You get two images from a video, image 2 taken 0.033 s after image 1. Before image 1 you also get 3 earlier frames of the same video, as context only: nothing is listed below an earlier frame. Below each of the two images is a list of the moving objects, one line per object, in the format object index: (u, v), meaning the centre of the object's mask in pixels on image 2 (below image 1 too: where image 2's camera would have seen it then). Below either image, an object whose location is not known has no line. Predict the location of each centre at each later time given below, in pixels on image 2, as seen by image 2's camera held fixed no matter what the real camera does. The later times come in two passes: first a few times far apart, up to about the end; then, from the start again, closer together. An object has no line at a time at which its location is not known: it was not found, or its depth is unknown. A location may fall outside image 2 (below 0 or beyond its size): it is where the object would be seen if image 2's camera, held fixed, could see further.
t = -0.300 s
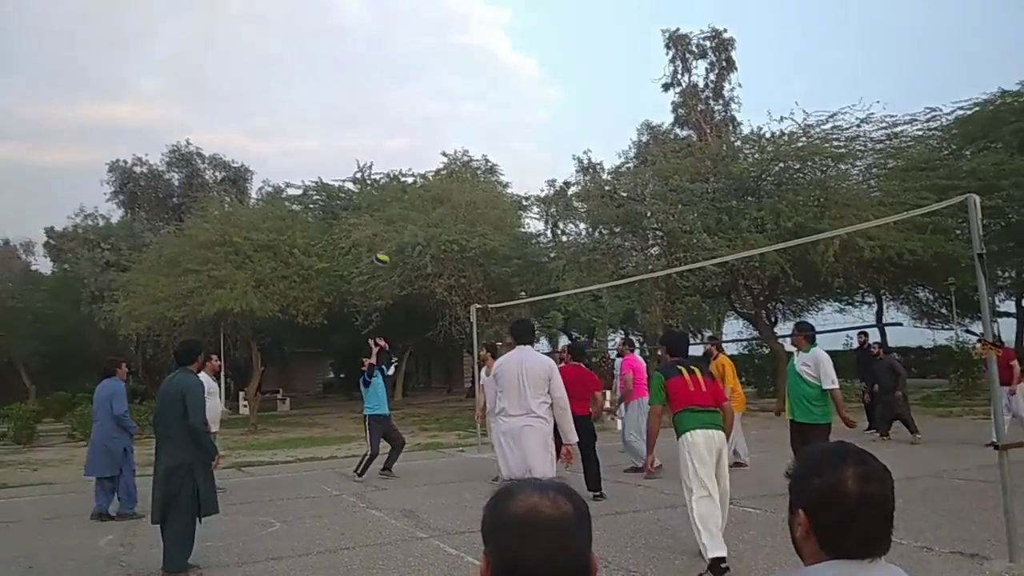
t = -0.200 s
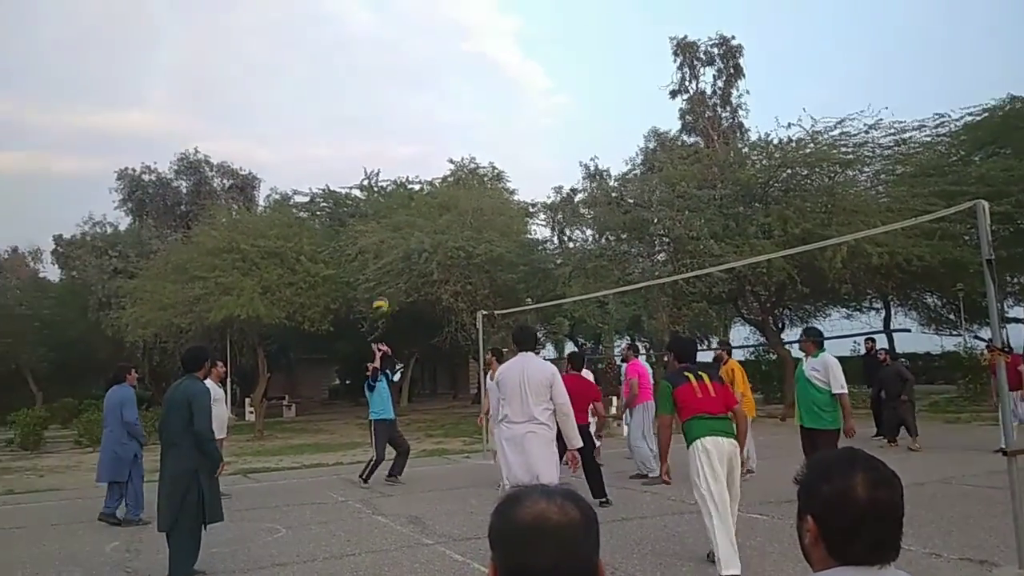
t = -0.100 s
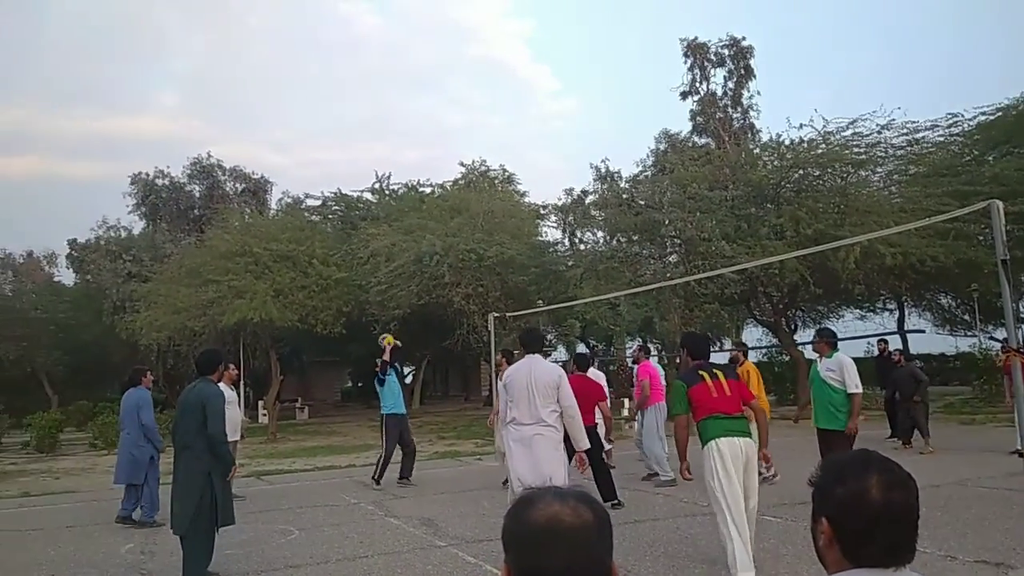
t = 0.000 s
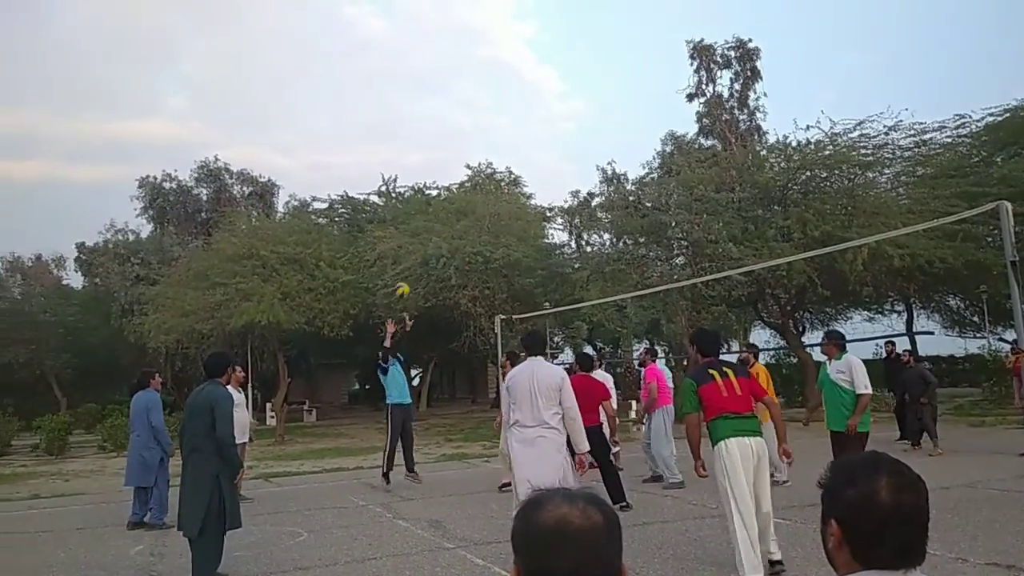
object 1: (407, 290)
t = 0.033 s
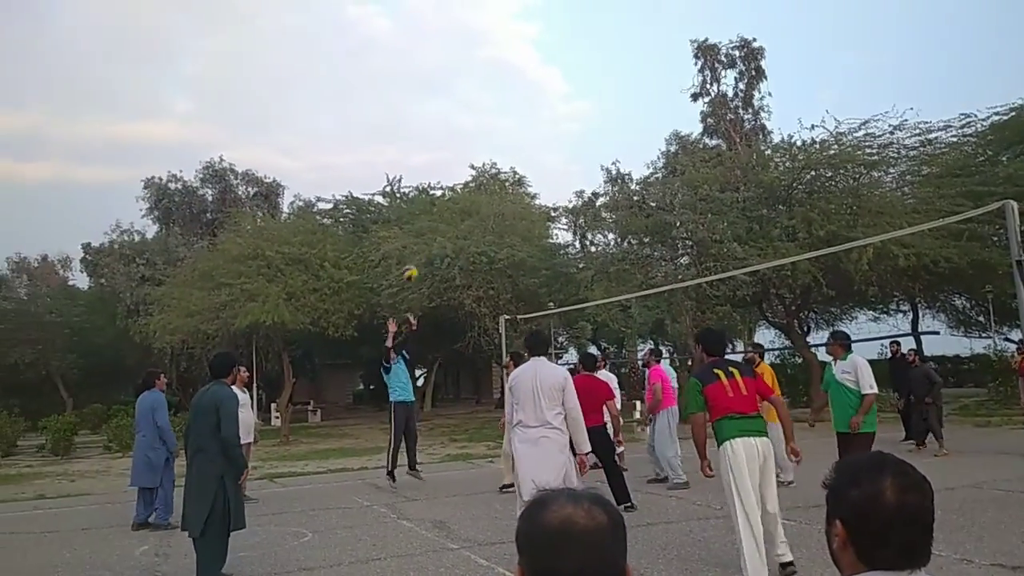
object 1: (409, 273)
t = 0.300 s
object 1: (446, 155)
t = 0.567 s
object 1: (489, 80)
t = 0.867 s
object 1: (549, 58)
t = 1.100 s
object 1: (606, 99)
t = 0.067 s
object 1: (413, 256)
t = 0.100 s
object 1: (418, 239)
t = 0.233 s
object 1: (435, 181)
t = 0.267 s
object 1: (441, 167)
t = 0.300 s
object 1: (446, 155)
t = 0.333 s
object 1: (451, 143)
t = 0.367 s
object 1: (456, 132)
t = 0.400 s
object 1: (461, 121)
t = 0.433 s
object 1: (466, 111)
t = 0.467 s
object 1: (472, 103)
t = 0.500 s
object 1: (478, 94)
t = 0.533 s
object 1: (483, 87)
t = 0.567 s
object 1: (489, 80)
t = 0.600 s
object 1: (496, 73)
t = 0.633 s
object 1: (502, 69)
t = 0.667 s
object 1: (509, 64)
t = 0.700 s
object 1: (515, 61)
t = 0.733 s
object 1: (521, 58)
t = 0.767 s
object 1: (527, 57)
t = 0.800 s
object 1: (534, 56)
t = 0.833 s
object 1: (542, 57)
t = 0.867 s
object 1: (549, 58)
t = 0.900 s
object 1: (556, 60)
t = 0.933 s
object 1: (564, 63)
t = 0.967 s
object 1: (572, 68)
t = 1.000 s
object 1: (580, 74)
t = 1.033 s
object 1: (588, 81)
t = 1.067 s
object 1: (597, 89)
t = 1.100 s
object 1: (606, 99)
